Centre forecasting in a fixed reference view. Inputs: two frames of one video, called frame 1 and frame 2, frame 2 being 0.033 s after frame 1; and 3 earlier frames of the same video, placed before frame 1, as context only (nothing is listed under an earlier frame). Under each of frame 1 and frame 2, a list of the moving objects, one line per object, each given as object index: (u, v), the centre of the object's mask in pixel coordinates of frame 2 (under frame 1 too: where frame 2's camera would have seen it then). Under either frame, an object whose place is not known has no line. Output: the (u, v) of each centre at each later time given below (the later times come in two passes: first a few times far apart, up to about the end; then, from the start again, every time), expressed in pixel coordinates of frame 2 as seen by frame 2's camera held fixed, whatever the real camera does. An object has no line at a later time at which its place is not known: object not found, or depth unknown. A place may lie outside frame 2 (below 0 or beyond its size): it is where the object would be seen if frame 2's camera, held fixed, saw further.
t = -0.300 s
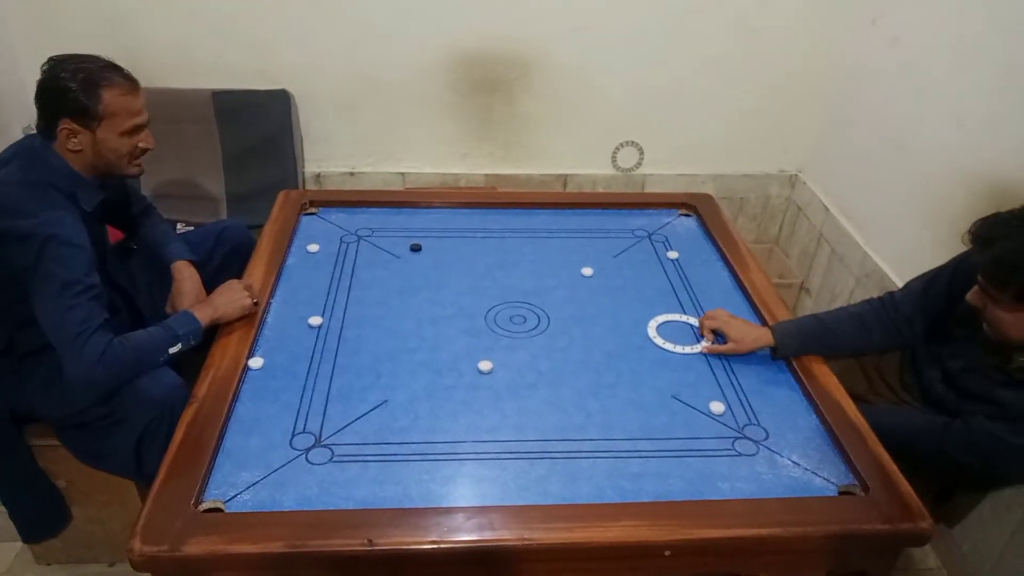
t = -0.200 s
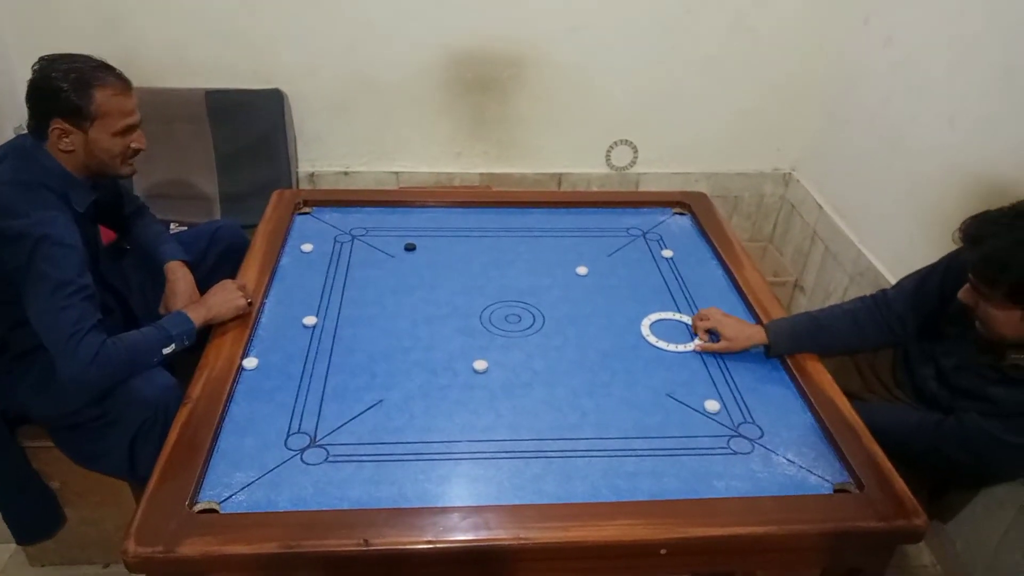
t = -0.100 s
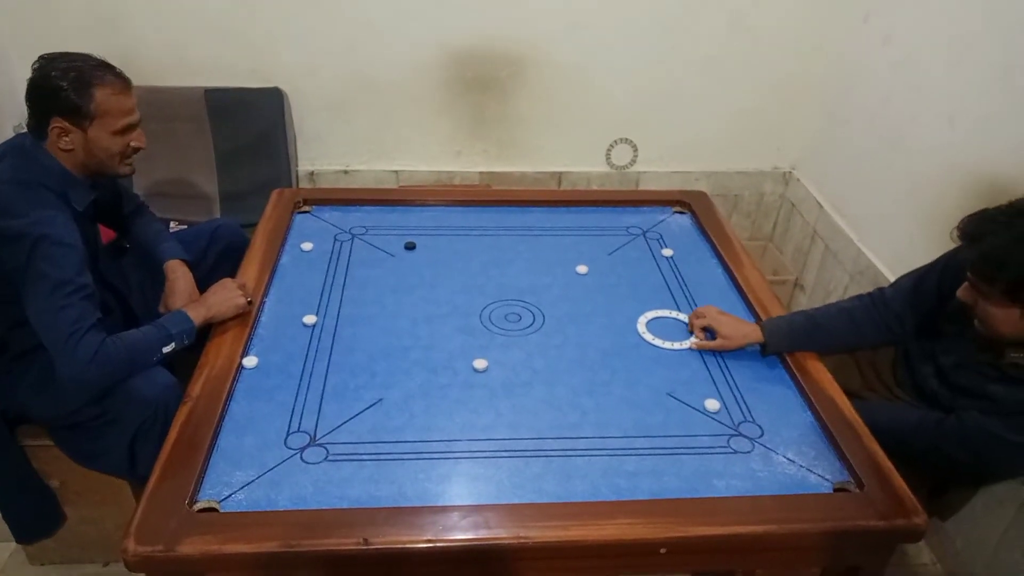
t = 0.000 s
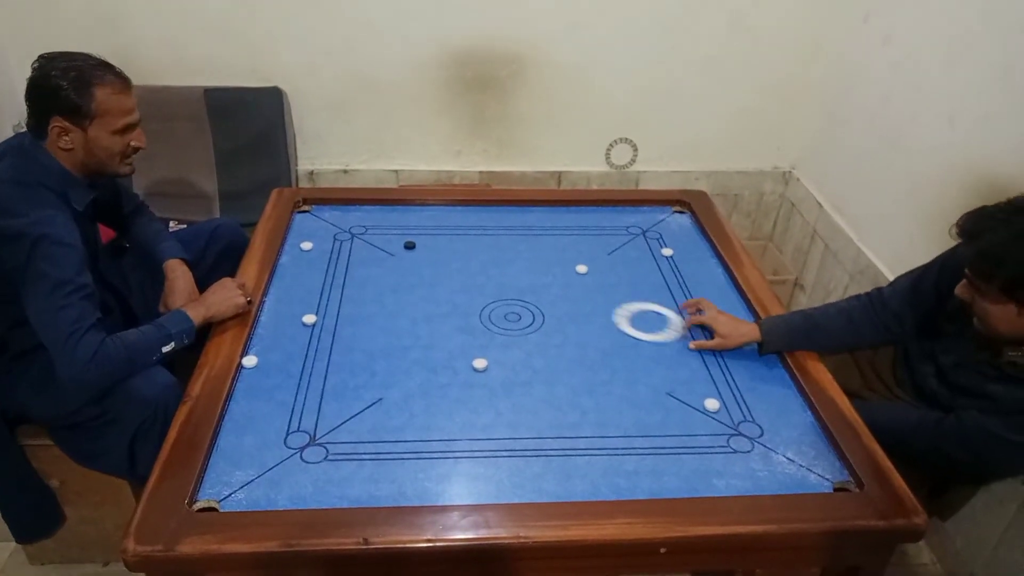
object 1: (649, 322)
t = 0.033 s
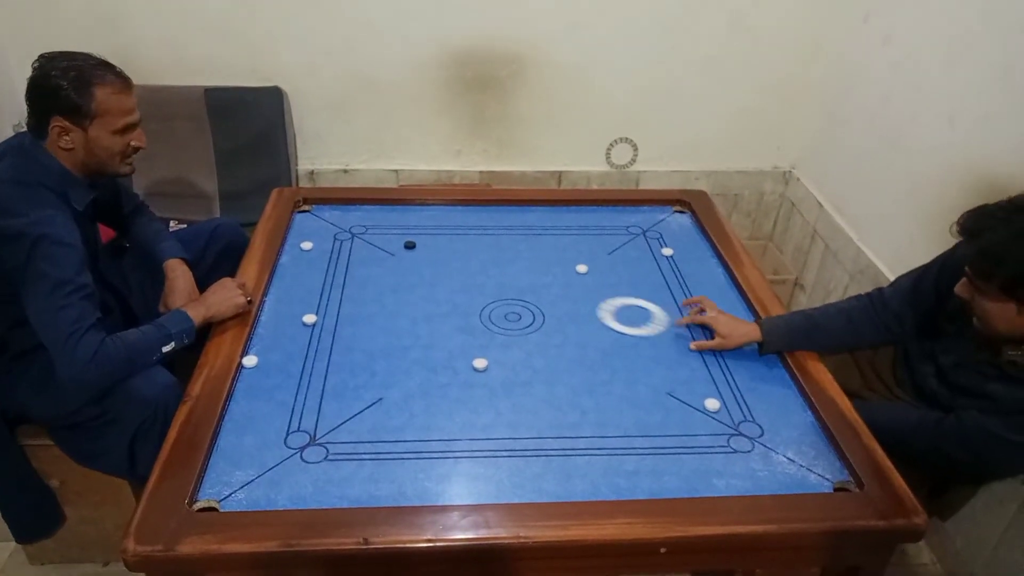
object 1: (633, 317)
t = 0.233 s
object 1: (543, 287)
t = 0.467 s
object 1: (453, 256)
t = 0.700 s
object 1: (384, 232)
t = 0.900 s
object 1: (336, 216)
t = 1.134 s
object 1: (316, 230)
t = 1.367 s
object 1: (329, 241)
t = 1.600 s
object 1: (341, 250)
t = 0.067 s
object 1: (617, 311)
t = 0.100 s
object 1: (602, 306)
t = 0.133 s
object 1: (586, 301)
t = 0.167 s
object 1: (572, 296)
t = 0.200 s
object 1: (557, 291)
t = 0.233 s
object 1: (543, 287)
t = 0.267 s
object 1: (529, 282)
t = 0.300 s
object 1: (516, 277)
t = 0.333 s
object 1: (503, 273)
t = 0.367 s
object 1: (490, 269)
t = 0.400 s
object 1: (477, 265)
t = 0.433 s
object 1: (465, 260)
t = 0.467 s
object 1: (453, 256)
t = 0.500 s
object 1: (441, 252)
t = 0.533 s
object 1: (431, 249)
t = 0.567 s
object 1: (421, 245)
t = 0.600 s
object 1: (412, 242)
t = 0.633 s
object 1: (402, 238)
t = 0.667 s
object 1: (393, 236)
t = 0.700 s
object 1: (384, 232)
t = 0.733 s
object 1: (375, 229)
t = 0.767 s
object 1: (366, 226)
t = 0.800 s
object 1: (358, 223)
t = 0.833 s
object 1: (350, 221)
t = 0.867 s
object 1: (341, 218)
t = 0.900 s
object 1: (336, 216)
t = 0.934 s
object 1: (333, 218)
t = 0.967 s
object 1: (330, 220)
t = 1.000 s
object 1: (326, 222)
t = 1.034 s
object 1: (323, 224)
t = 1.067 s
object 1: (319, 226)
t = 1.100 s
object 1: (317, 228)
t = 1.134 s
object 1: (316, 230)
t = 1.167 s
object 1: (318, 231)
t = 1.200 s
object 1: (320, 233)
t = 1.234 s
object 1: (322, 235)
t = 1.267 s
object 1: (324, 236)
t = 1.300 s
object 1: (325, 238)
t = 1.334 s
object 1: (327, 239)
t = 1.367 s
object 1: (329, 241)
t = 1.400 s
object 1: (331, 242)
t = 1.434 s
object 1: (333, 243)
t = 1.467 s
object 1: (334, 245)
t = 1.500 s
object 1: (336, 246)
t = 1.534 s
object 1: (338, 247)
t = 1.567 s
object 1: (340, 249)
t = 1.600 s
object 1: (341, 250)
